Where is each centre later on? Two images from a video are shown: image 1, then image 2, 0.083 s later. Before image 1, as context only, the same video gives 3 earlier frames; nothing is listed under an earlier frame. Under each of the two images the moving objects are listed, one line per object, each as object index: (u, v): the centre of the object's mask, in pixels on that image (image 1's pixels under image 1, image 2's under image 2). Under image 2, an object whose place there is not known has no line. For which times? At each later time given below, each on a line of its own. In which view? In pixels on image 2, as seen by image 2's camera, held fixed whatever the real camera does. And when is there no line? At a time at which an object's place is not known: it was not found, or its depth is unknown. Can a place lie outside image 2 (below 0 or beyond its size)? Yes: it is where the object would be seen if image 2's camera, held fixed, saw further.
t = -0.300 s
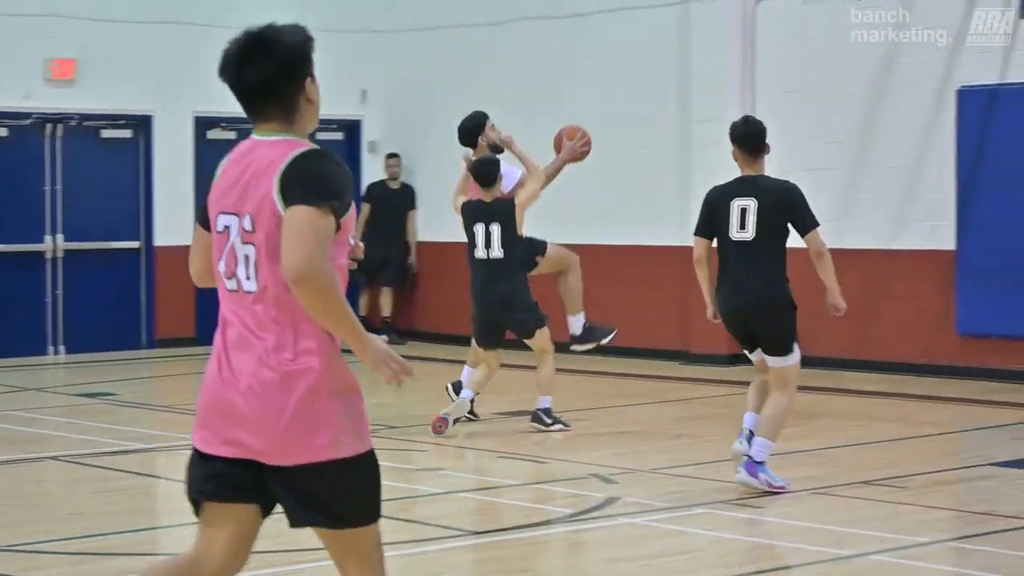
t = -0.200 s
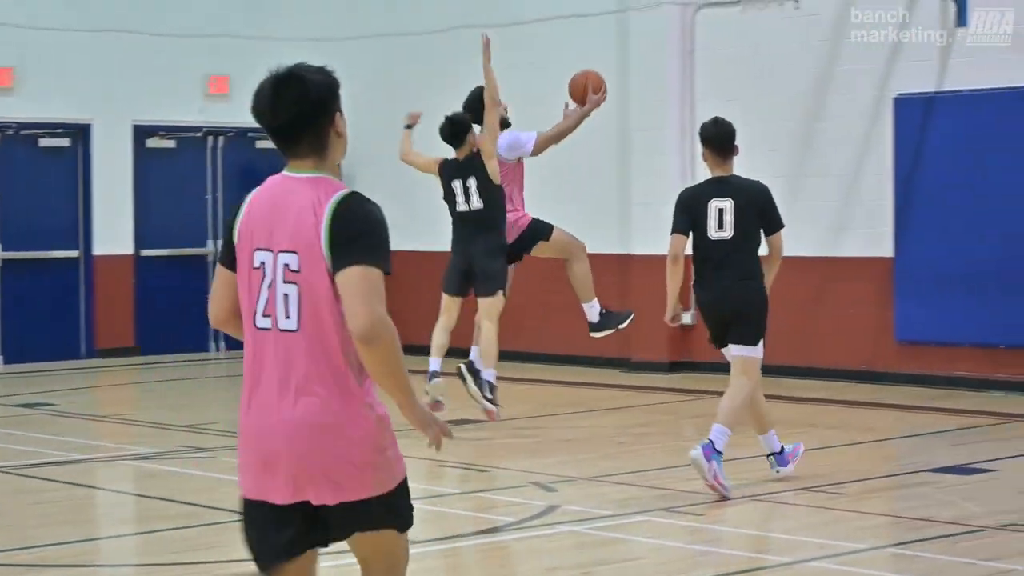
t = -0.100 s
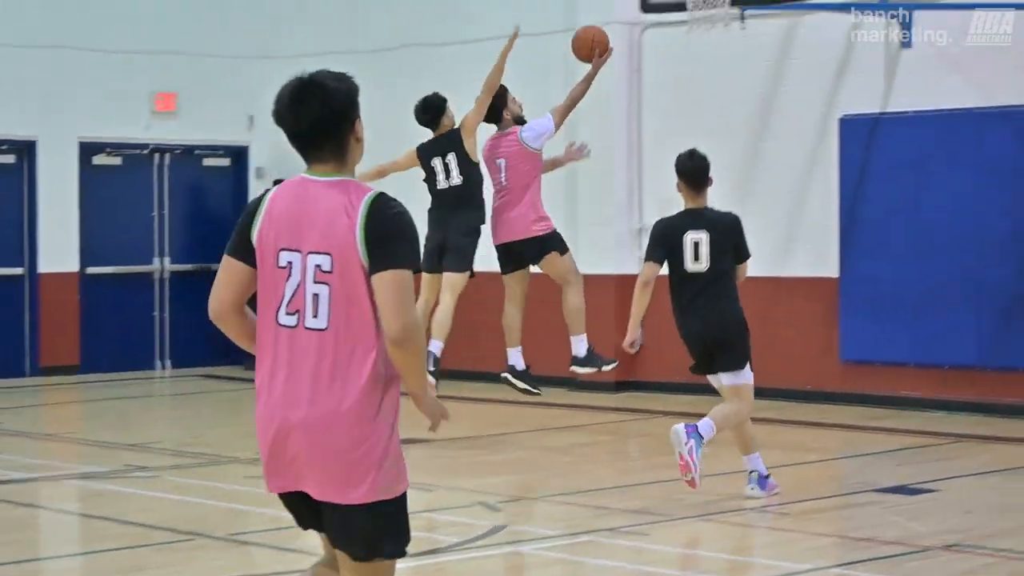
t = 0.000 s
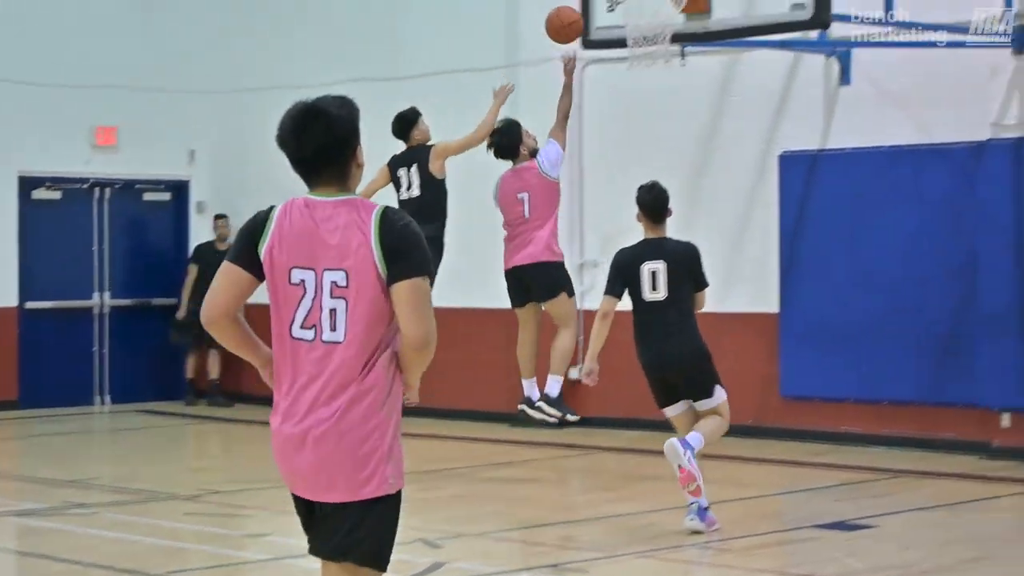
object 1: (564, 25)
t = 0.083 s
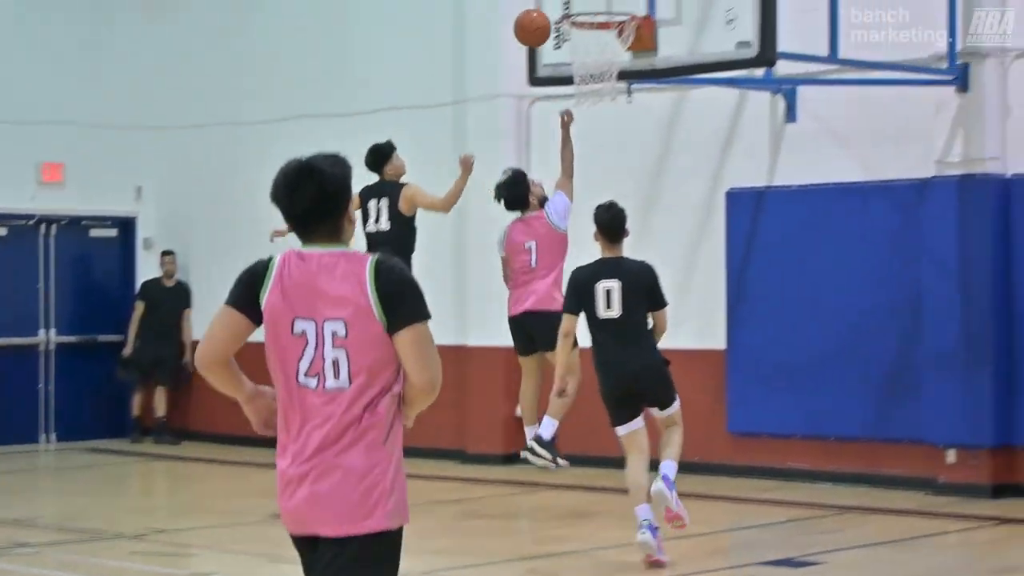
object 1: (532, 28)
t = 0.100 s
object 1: (537, 22)
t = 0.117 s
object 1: (541, 17)
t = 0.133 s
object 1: (545, 13)
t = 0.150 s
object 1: (550, 8)
